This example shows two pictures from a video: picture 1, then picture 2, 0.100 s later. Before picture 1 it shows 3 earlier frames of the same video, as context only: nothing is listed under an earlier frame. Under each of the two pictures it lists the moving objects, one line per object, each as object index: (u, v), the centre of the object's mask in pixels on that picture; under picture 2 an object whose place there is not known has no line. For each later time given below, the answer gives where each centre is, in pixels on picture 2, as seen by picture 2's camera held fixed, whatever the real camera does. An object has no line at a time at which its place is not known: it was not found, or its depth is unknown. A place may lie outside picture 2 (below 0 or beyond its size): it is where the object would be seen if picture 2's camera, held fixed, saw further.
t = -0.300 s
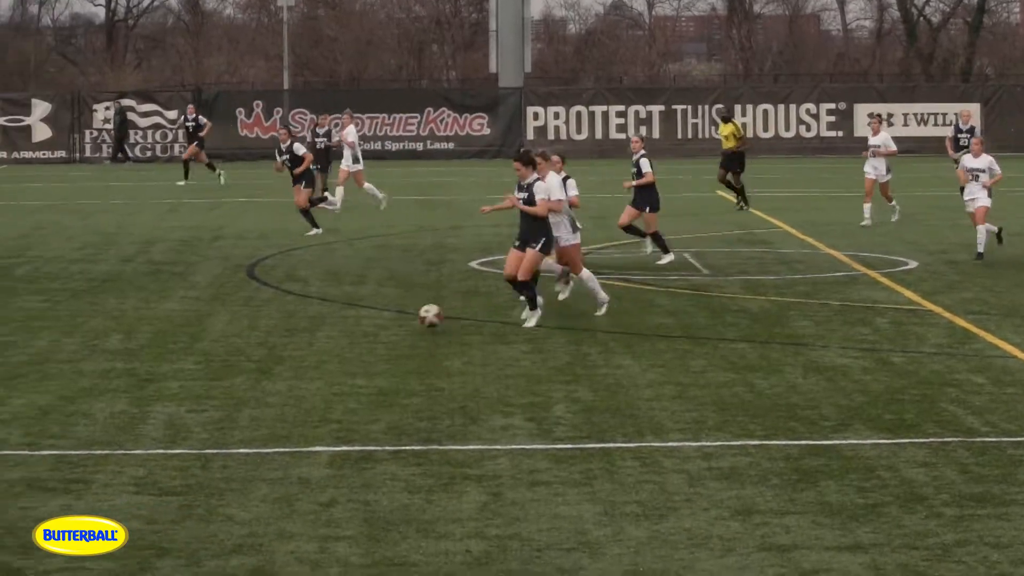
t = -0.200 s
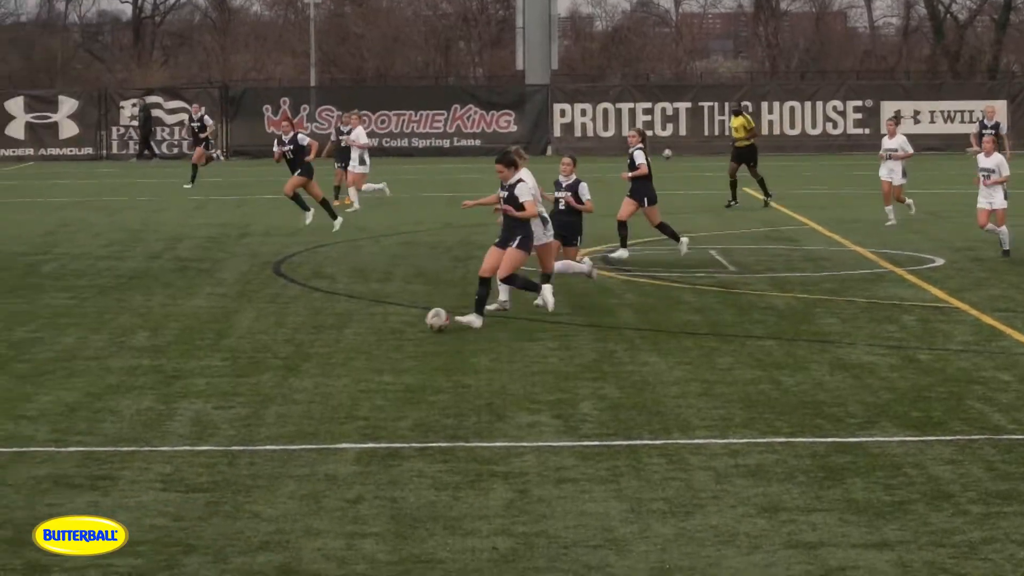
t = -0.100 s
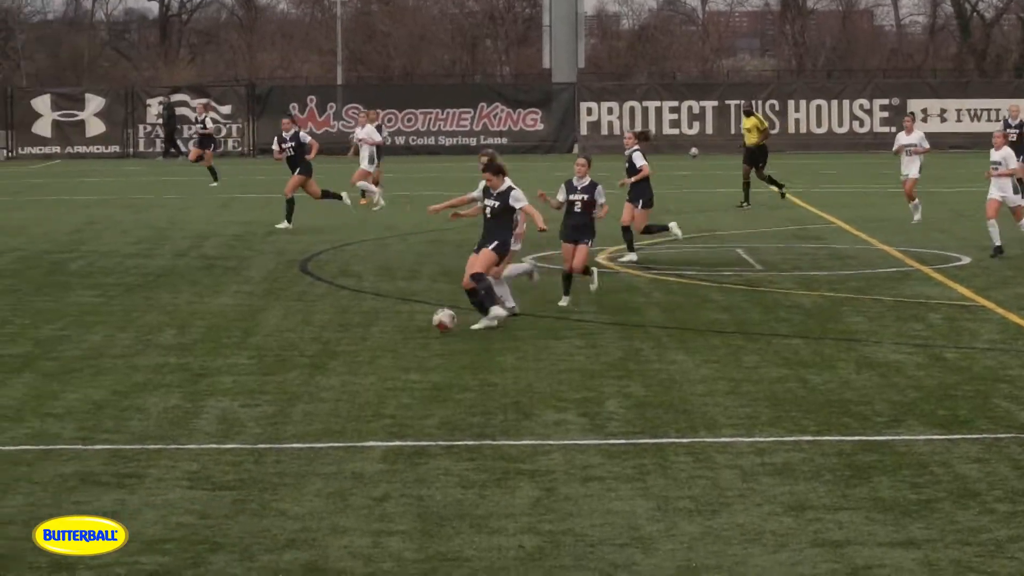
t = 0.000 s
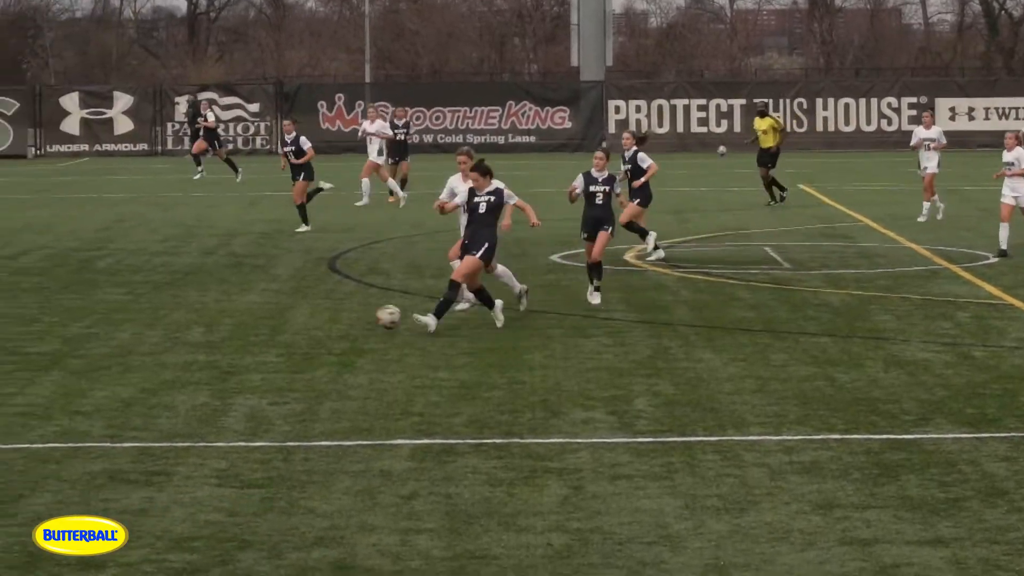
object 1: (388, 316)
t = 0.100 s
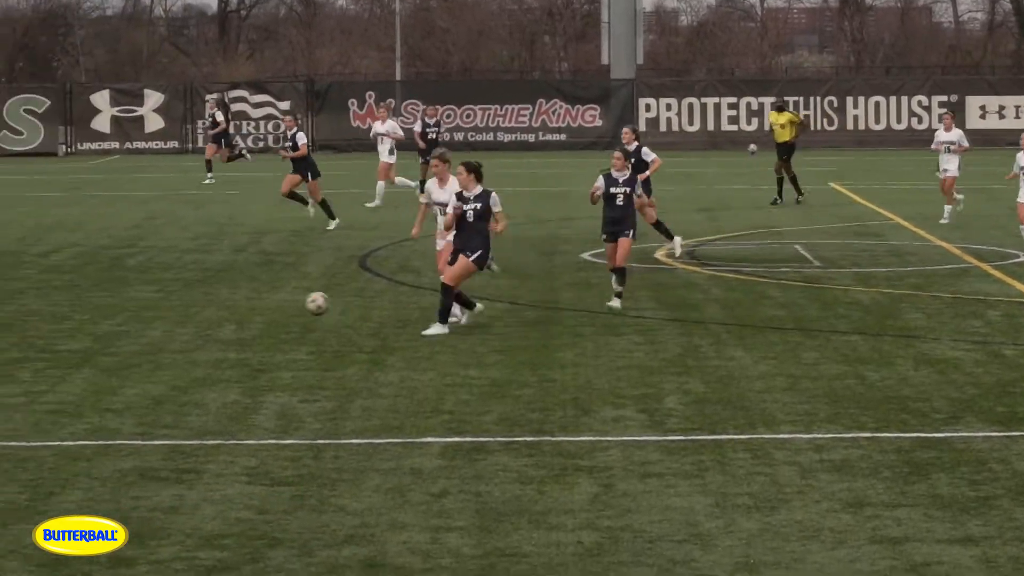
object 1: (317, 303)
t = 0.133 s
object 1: (287, 301)
